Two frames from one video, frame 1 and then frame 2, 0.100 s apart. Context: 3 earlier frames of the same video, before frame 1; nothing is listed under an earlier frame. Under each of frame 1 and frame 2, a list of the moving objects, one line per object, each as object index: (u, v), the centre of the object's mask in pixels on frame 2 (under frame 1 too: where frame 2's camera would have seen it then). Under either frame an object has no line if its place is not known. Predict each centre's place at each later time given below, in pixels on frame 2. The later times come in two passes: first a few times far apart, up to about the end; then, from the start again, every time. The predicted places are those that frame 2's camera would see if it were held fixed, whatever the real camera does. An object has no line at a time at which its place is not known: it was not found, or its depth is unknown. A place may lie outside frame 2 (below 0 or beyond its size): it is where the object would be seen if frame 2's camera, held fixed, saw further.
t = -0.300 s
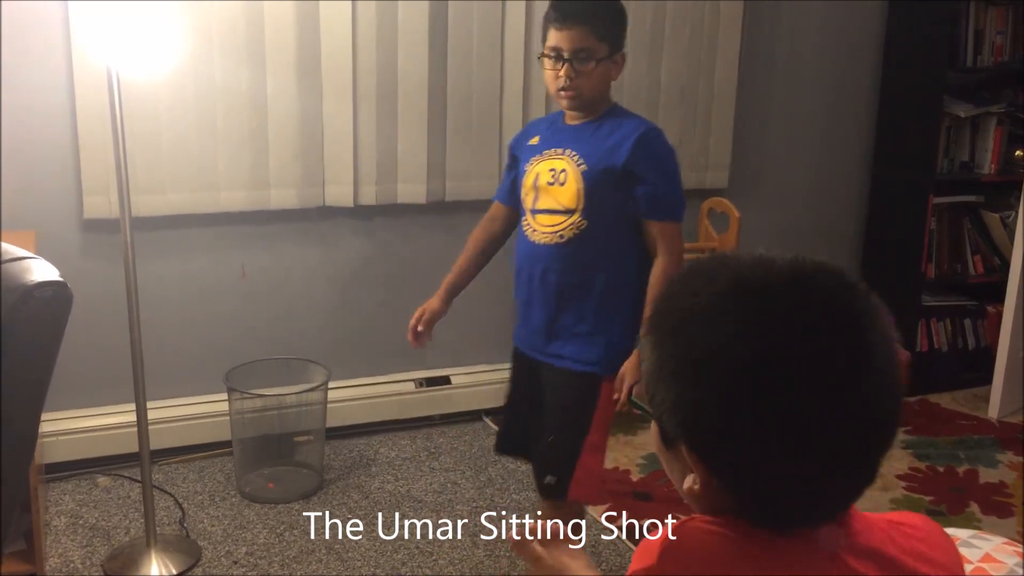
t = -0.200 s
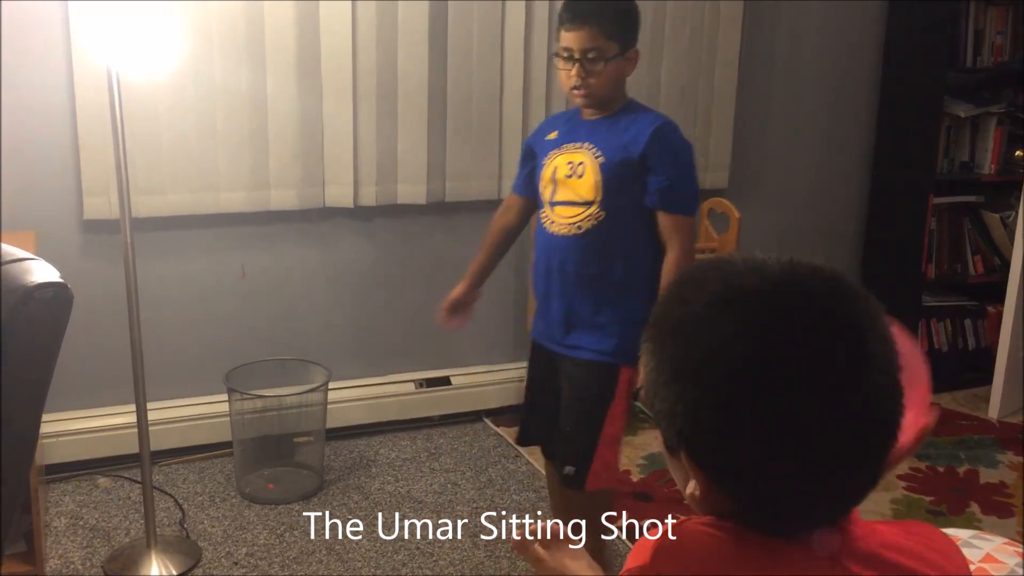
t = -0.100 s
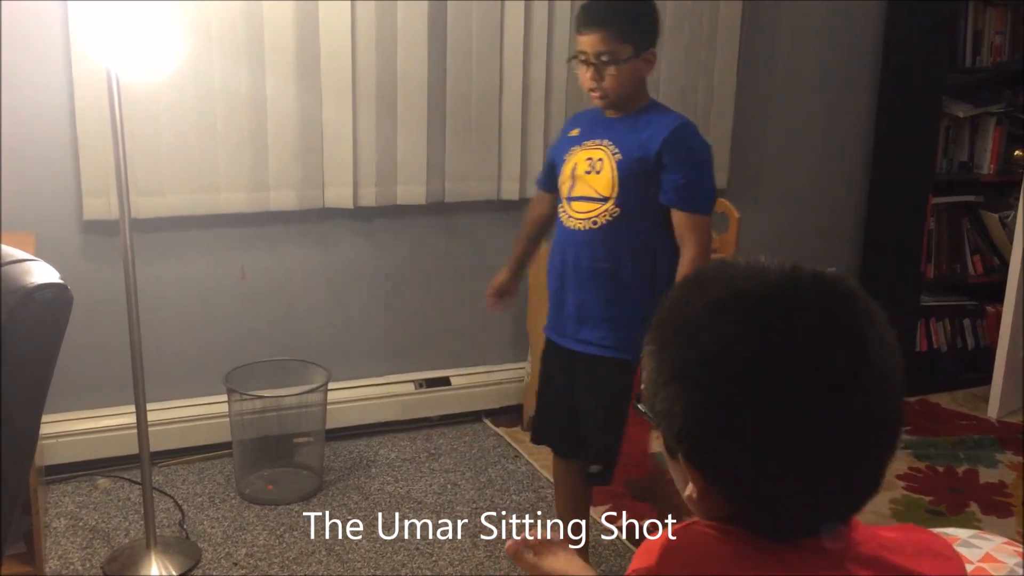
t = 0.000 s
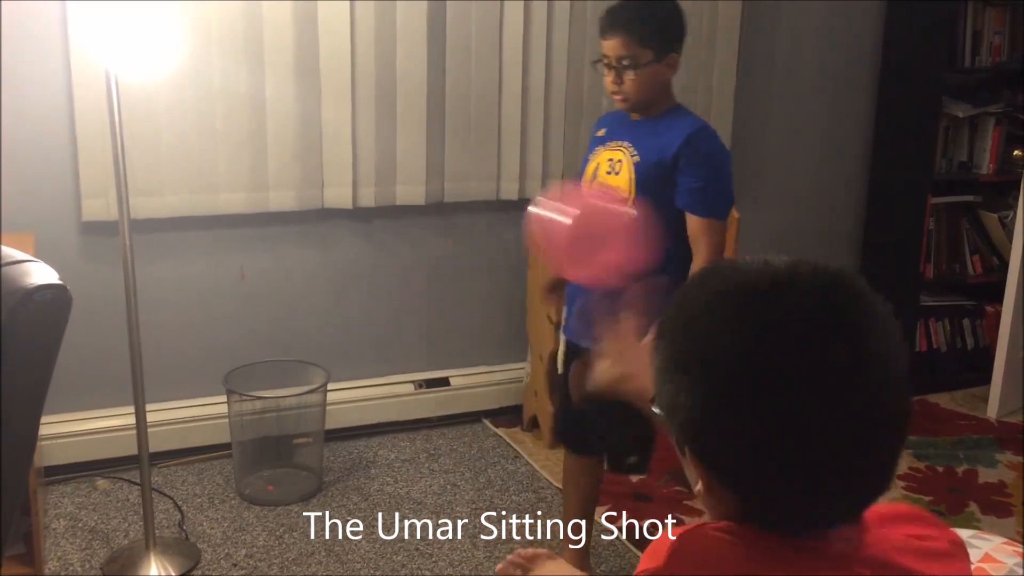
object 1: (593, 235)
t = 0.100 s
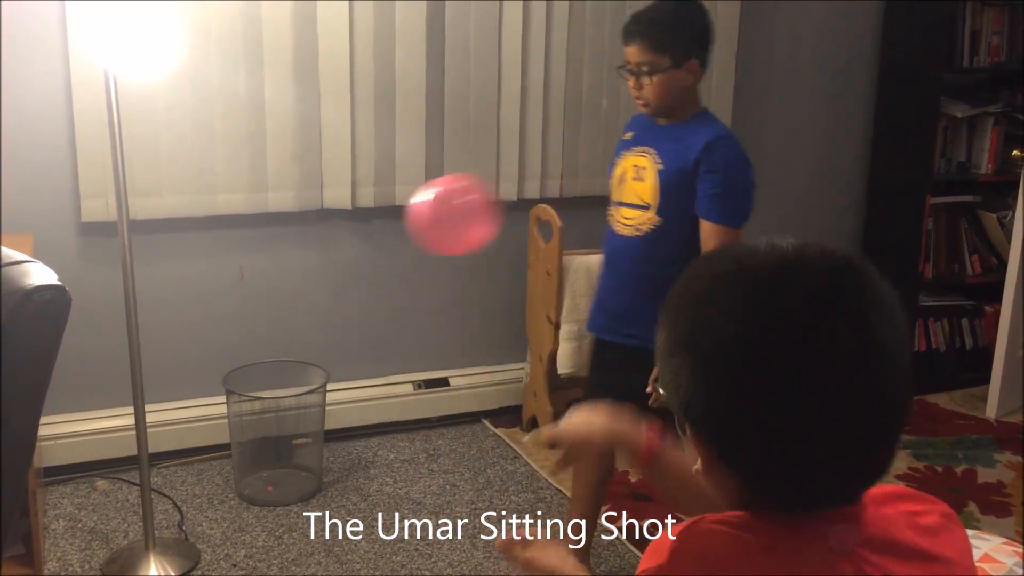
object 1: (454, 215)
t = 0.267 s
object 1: (333, 287)
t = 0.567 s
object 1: (291, 444)
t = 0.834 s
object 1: (296, 466)
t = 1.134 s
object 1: (261, 469)
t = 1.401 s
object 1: (286, 476)
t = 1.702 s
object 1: (299, 464)
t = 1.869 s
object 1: (290, 460)
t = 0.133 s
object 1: (422, 223)
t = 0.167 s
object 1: (395, 234)
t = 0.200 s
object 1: (372, 249)
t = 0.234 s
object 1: (350, 267)
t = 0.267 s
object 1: (333, 287)
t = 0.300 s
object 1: (317, 308)
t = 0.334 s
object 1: (303, 330)
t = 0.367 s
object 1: (291, 354)
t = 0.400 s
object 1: (280, 376)
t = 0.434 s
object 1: (272, 410)
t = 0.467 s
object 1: (267, 450)
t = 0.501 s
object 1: (281, 458)
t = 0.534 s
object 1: (295, 457)
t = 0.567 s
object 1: (291, 444)
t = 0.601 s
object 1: (275, 434)
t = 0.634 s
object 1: (264, 429)
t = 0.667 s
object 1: (263, 433)
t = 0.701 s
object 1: (265, 441)
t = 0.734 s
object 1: (270, 451)
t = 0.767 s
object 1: (281, 455)
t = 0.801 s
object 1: (295, 463)
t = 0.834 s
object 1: (296, 466)
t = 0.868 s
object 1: (295, 465)
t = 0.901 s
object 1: (293, 459)
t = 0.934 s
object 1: (287, 451)
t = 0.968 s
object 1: (280, 450)
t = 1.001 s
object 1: (275, 454)
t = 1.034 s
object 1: (269, 457)
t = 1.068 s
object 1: (264, 466)
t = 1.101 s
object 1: (261, 469)
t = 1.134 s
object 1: (261, 469)
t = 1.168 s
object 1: (262, 471)
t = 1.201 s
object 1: (263, 473)
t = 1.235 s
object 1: (264, 473)
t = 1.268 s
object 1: (267, 475)
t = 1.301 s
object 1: (272, 475)
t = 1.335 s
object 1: (276, 476)
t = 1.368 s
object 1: (281, 476)
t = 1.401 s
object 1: (286, 476)
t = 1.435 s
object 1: (290, 475)
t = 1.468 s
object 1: (293, 473)
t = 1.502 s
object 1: (296, 473)
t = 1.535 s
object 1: (298, 472)
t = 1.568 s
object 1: (299, 470)
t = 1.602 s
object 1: (299, 468)
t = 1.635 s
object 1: (299, 467)
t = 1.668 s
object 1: (300, 466)
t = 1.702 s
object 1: (299, 464)
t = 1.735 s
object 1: (298, 464)
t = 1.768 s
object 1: (297, 464)
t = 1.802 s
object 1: (295, 463)
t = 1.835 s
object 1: (293, 461)
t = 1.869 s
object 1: (290, 460)
